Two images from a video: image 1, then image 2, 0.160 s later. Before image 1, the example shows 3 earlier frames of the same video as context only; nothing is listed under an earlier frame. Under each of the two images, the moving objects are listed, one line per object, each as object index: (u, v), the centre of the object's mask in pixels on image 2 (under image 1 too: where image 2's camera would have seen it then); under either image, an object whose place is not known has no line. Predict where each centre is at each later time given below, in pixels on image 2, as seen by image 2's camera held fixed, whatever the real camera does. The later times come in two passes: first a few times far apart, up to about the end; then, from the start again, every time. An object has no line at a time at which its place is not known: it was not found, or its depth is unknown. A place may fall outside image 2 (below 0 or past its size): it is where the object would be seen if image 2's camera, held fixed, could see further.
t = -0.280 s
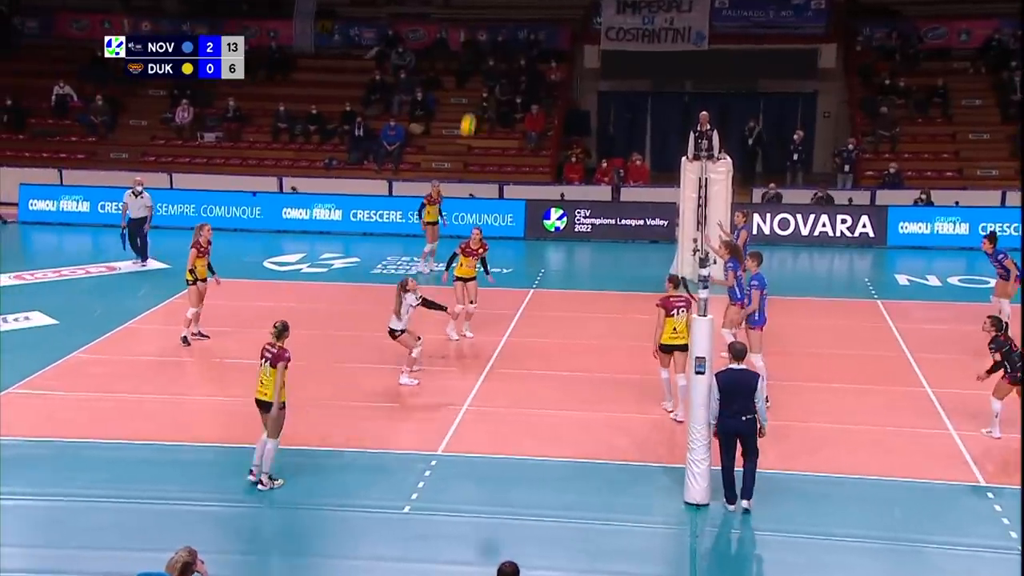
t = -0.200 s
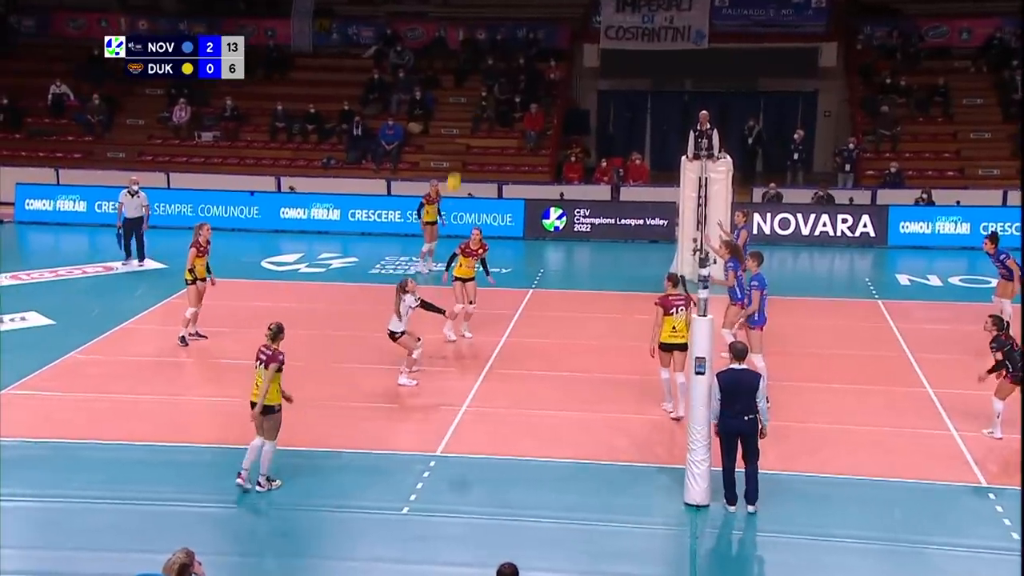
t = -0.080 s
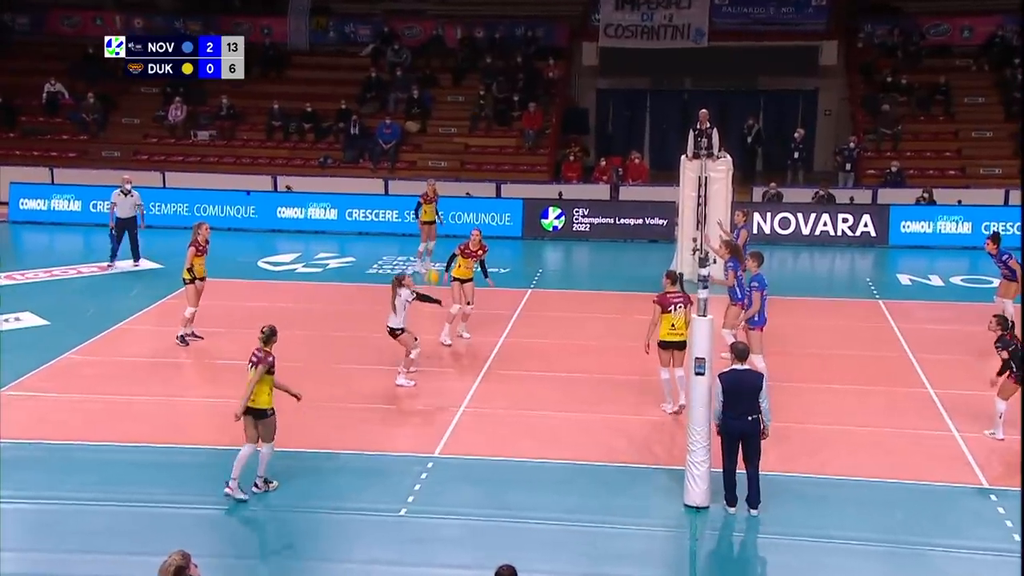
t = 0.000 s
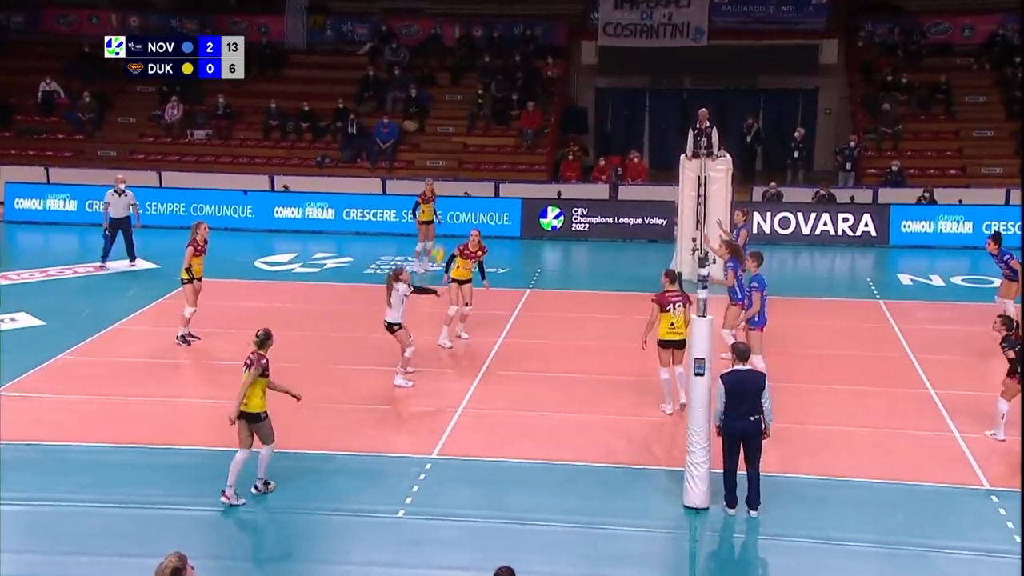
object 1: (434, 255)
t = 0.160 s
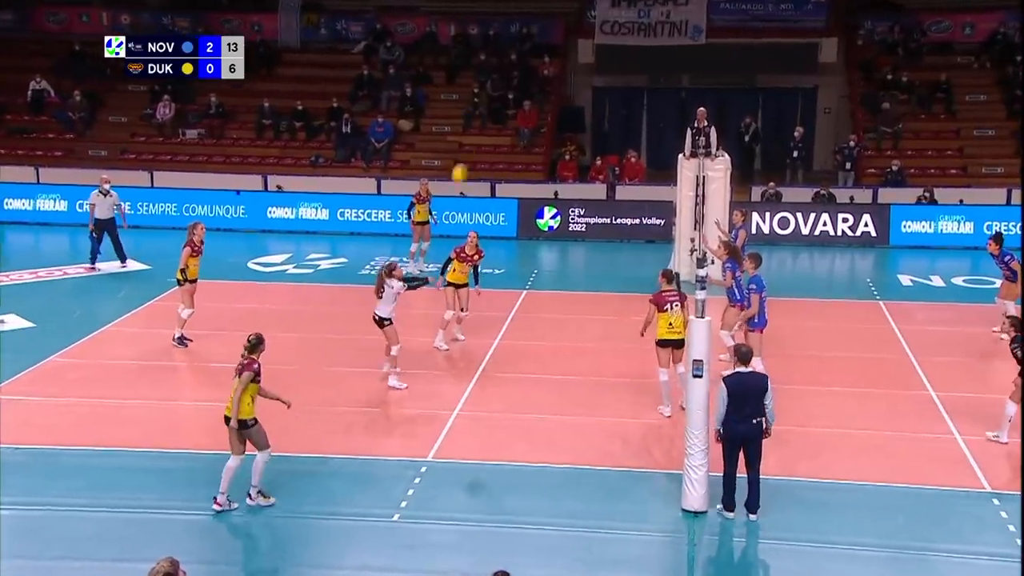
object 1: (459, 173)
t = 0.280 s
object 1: (478, 124)
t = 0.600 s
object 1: (530, 44)
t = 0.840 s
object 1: (567, 37)
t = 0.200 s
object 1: (466, 156)
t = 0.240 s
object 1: (472, 139)
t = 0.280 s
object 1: (478, 124)
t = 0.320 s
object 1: (485, 110)
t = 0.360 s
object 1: (491, 97)
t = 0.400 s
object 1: (498, 85)
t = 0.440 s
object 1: (504, 74)
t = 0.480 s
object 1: (510, 65)
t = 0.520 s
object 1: (517, 57)
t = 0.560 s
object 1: (523, 50)
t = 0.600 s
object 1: (530, 44)
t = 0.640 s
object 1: (536, 39)
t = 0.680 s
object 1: (542, 36)
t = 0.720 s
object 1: (548, 34)
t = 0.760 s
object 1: (554, 34)
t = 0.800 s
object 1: (561, 35)
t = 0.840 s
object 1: (567, 37)
